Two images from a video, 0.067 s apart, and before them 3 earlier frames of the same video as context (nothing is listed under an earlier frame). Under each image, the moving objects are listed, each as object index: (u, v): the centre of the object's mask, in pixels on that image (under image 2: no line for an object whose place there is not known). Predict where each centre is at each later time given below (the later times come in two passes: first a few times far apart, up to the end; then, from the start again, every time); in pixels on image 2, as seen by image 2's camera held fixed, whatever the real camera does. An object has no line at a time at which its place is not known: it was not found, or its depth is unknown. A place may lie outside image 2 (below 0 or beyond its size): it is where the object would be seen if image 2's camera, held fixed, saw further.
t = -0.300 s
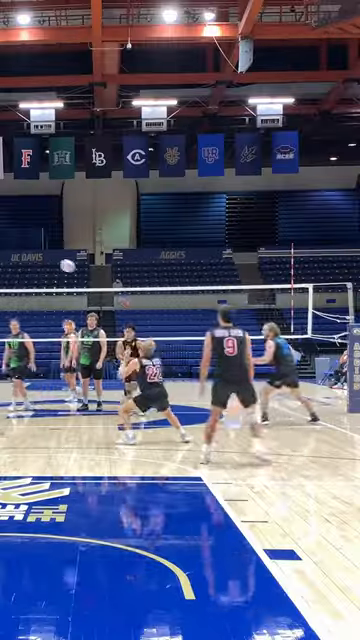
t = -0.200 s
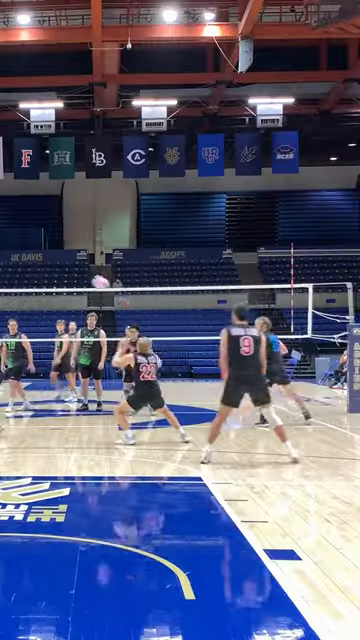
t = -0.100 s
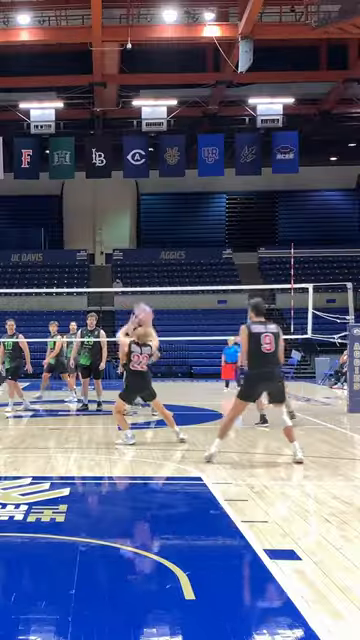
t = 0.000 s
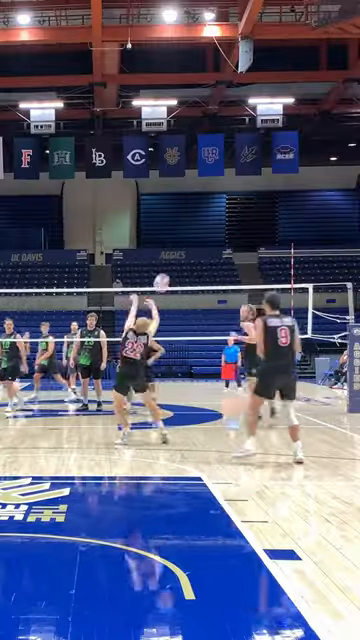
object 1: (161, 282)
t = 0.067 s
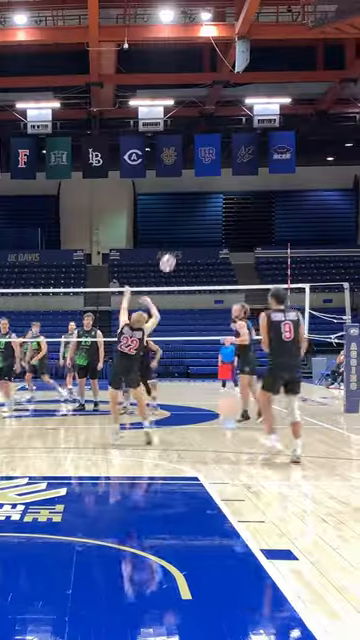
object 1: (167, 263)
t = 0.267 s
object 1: (195, 222)
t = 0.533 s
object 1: (230, 212)
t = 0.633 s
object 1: (242, 220)
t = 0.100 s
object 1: (172, 254)
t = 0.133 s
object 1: (177, 246)
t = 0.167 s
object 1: (181, 239)
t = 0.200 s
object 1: (186, 232)
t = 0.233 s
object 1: (190, 227)
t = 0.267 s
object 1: (195, 222)
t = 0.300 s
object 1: (199, 218)
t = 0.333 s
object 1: (204, 215)
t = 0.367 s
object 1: (208, 213)
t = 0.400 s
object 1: (212, 212)
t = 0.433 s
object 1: (217, 211)
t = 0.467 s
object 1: (221, 210)
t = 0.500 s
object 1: (226, 211)
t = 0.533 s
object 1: (230, 212)
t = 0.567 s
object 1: (234, 214)
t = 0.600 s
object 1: (238, 217)
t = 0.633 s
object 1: (242, 220)
